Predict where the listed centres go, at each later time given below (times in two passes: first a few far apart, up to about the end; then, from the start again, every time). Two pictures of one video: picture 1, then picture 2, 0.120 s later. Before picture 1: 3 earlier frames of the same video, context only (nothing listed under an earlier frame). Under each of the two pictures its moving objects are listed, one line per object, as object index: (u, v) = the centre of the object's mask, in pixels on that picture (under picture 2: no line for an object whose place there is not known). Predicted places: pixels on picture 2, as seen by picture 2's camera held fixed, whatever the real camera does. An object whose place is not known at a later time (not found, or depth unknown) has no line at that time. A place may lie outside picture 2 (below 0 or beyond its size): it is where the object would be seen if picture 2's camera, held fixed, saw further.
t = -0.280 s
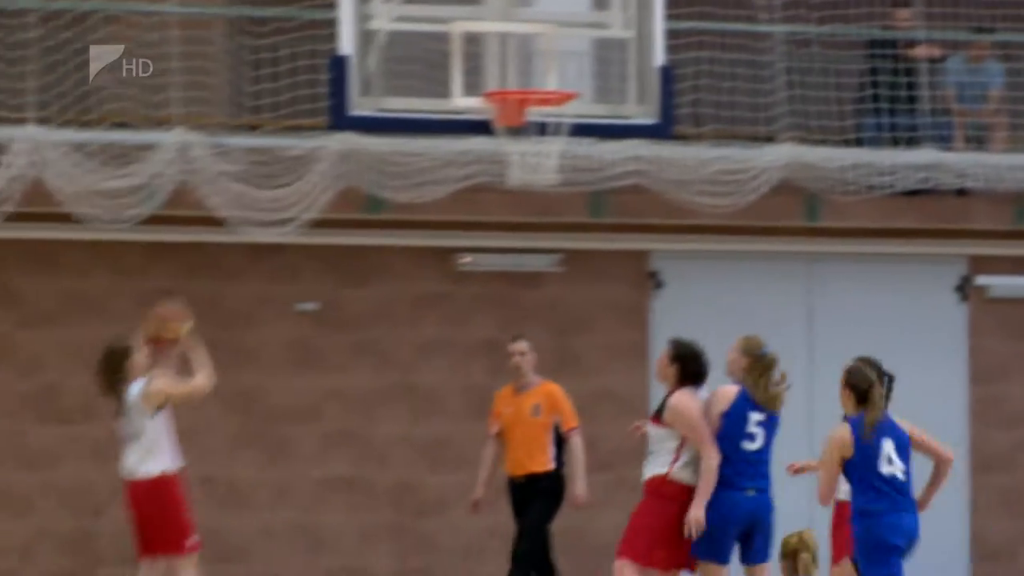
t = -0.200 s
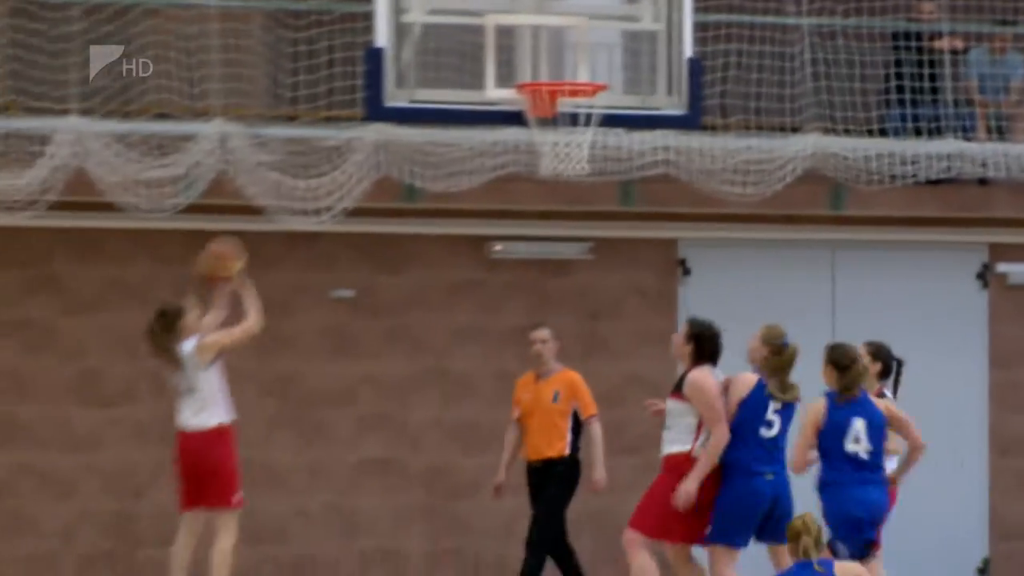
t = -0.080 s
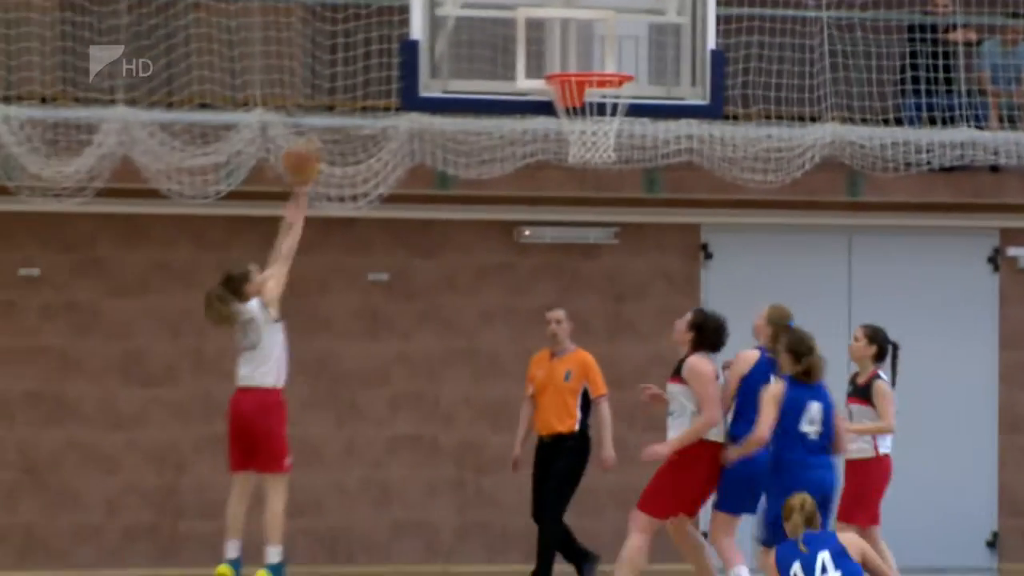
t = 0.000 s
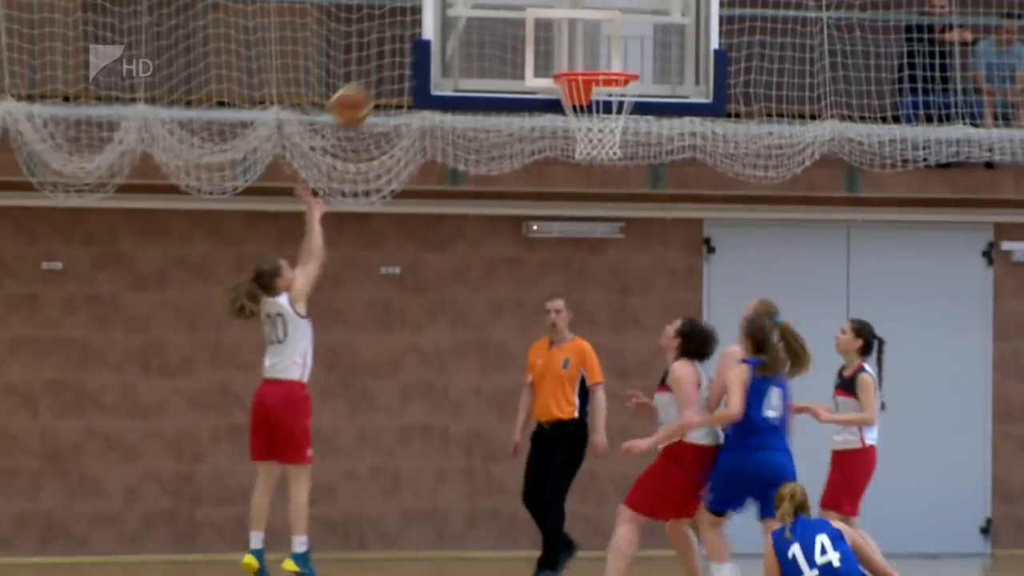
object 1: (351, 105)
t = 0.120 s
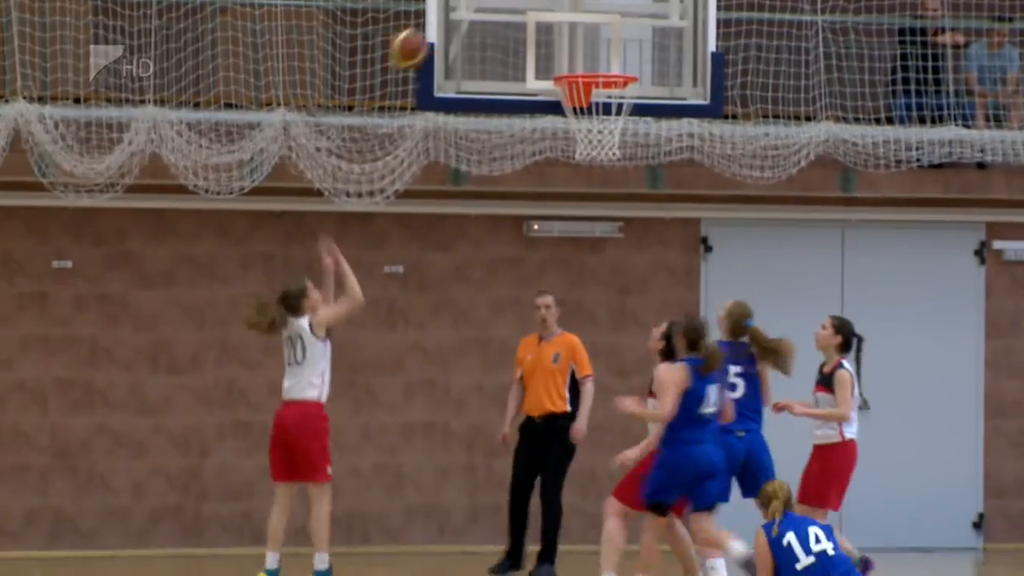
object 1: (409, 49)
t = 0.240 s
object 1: (457, 15)
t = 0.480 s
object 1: (562, 21)
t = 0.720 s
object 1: (578, 61)
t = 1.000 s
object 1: (613, 28)
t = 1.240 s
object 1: (634, 43)
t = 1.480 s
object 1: (631, 58)
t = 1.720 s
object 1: (608, 61)
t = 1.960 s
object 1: (585, 167)
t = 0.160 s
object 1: (424, 36)
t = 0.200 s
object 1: (441, 24)
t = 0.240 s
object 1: (457, 15)
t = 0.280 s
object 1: (474, 11)
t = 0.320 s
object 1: (492, 9)
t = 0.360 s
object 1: (510, 8)
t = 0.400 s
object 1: (527, 9)
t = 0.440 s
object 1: (544, 13)
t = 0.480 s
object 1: (562, 21)
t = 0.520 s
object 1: (578, 32)
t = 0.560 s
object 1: (595, 44)
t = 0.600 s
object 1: (611, 57)
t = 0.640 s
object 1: (613, 63)
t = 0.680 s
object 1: (596, 61)
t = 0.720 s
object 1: (578, 61)
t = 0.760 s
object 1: (577, 56)
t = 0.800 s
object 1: (582, 45)
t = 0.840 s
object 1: (589, 35)
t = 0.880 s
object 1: (595, 30)
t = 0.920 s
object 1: (601, 27)
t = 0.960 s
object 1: (607, 27)
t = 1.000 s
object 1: (613, 28)
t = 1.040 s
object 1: (619, 34)
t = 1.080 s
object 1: (625, 40)
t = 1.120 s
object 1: (632, 51)
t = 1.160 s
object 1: (635, 58)
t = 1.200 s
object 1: (635, 49)
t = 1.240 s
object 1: (634, 43)
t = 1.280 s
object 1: (634, 40)
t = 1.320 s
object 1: (633, 39)
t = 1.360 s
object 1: (633, 41)
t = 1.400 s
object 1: (632, 46)
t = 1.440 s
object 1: (631, 53)
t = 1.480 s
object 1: (631, 58)
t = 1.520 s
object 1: (627, 54)
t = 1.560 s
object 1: (623, 51)
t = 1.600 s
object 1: (620, 50)
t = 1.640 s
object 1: (616, 53)
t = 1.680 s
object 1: (612, 56)
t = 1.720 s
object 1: (608, 61)
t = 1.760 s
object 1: (604, 76)
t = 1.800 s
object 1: (600, 93)
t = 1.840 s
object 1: (596, 105)
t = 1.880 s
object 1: (591, 122)
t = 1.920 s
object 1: (588, 143)
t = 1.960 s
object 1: (585, 167)
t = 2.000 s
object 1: (582, 189)
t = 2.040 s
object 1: (578, 216)
